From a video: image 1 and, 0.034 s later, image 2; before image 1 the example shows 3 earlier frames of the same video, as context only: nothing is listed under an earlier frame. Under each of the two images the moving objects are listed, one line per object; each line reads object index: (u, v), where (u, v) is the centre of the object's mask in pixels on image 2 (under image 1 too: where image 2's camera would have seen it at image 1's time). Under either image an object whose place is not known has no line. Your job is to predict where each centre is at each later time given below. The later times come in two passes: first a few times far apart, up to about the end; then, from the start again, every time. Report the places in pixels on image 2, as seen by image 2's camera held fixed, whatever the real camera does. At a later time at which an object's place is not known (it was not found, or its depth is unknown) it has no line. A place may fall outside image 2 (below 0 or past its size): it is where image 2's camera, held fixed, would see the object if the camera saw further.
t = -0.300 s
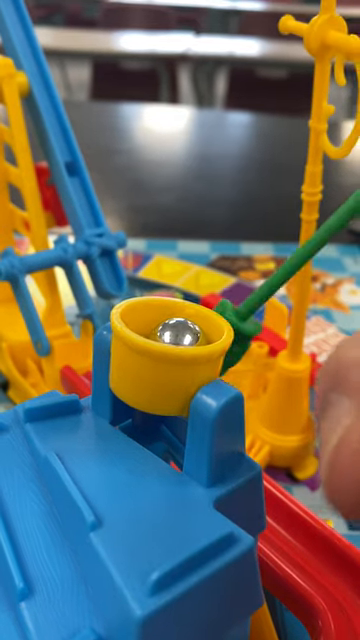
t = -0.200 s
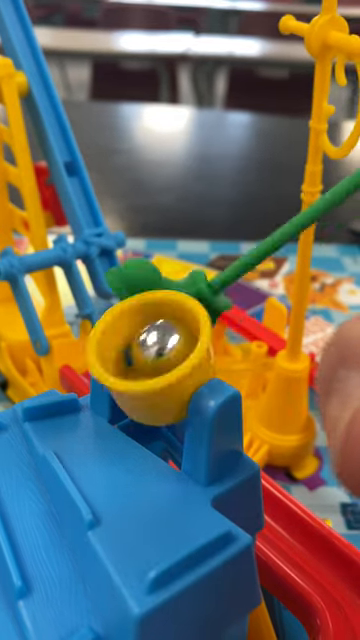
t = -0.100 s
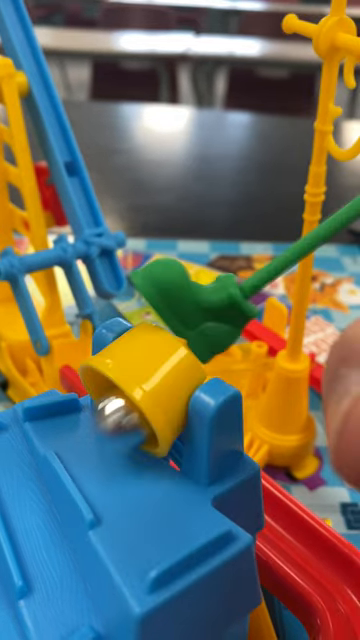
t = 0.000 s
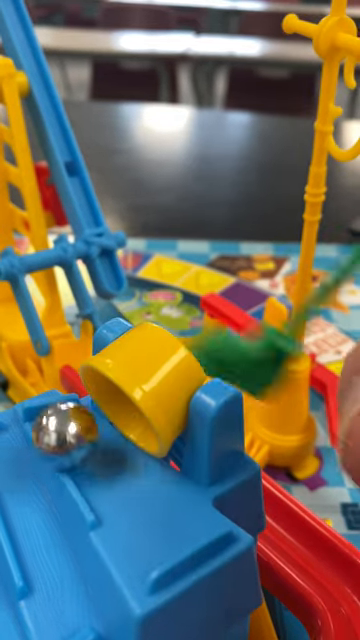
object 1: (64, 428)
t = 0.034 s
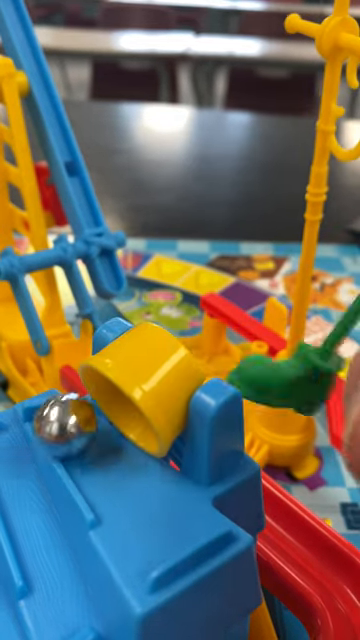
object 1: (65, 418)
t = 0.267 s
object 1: (13, 433)
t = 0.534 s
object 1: (41, 541)
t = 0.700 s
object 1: (29, 615)
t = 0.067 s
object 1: (61, 408)
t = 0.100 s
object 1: (52, 409)
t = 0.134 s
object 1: (41, 407)
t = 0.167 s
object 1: (29, 409)
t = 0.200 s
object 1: (19, 414)
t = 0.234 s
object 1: (10, 421)
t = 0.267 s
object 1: (13, 433)
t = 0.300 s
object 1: (15, 438)
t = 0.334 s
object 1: (16, 445)
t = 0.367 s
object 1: (17, 453)
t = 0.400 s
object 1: (19, 464)
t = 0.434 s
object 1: (22, 479)
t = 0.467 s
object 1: (25, 495)
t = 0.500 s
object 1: (32, 516)
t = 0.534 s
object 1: (41, 541)
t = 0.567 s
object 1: (53, 565)
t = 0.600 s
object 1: (60, 595)
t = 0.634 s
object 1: (51, 600)
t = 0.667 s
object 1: (40, 608)
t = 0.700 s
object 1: (29, 615)
